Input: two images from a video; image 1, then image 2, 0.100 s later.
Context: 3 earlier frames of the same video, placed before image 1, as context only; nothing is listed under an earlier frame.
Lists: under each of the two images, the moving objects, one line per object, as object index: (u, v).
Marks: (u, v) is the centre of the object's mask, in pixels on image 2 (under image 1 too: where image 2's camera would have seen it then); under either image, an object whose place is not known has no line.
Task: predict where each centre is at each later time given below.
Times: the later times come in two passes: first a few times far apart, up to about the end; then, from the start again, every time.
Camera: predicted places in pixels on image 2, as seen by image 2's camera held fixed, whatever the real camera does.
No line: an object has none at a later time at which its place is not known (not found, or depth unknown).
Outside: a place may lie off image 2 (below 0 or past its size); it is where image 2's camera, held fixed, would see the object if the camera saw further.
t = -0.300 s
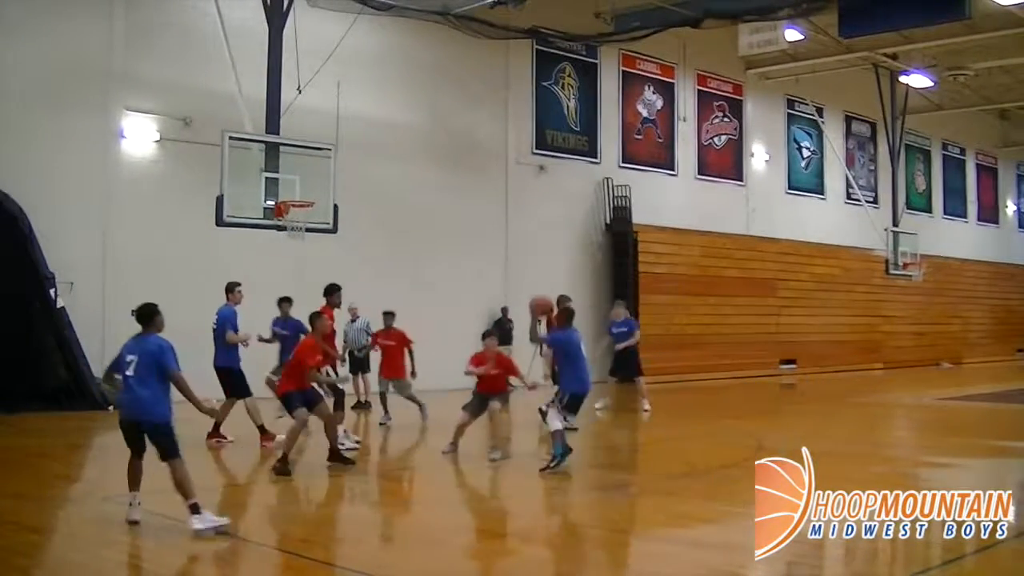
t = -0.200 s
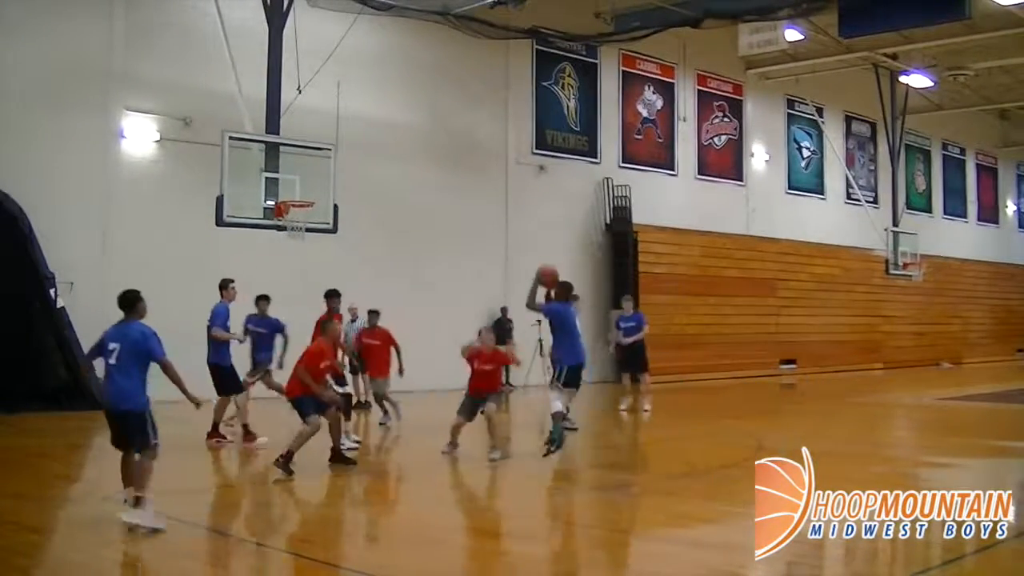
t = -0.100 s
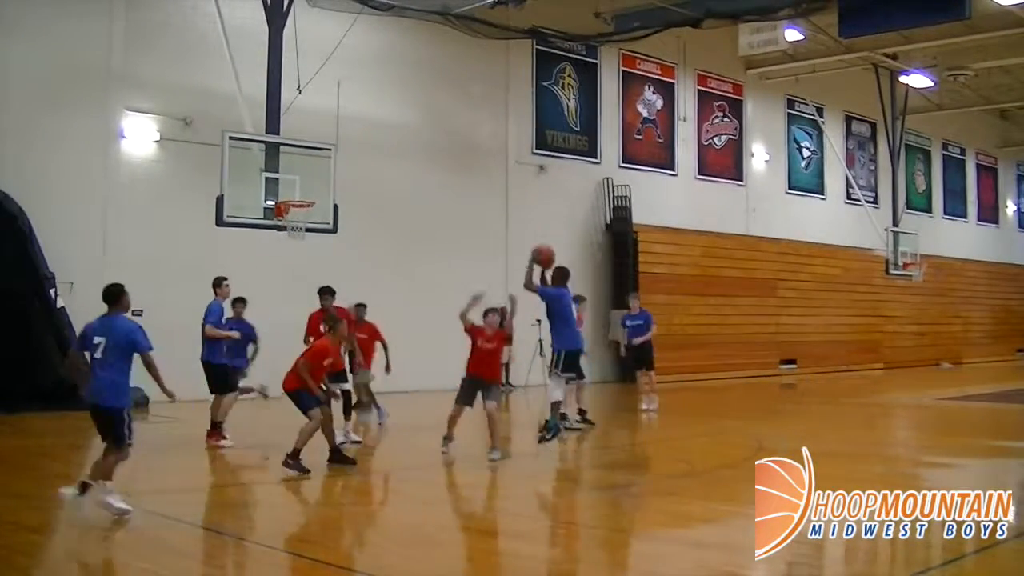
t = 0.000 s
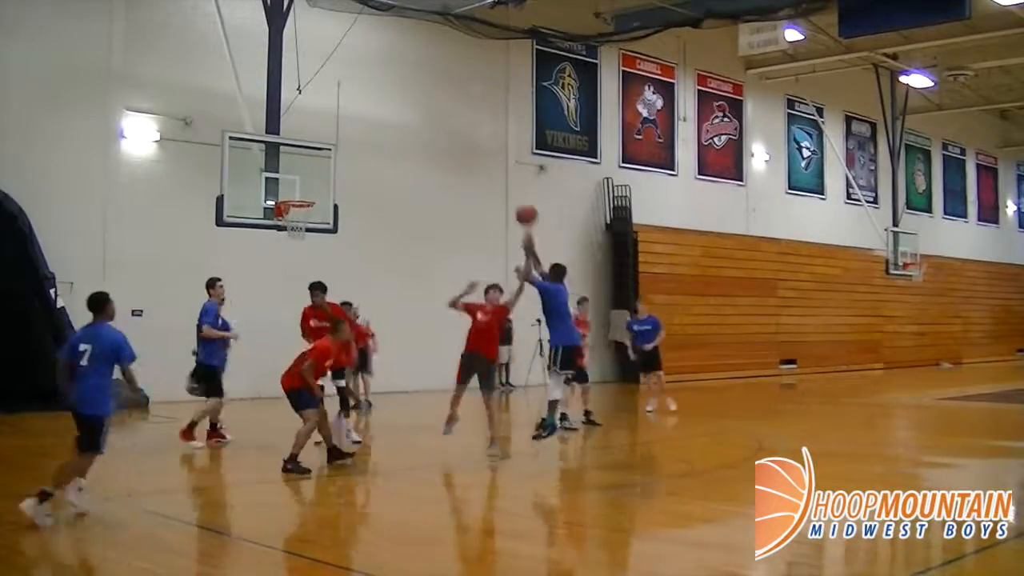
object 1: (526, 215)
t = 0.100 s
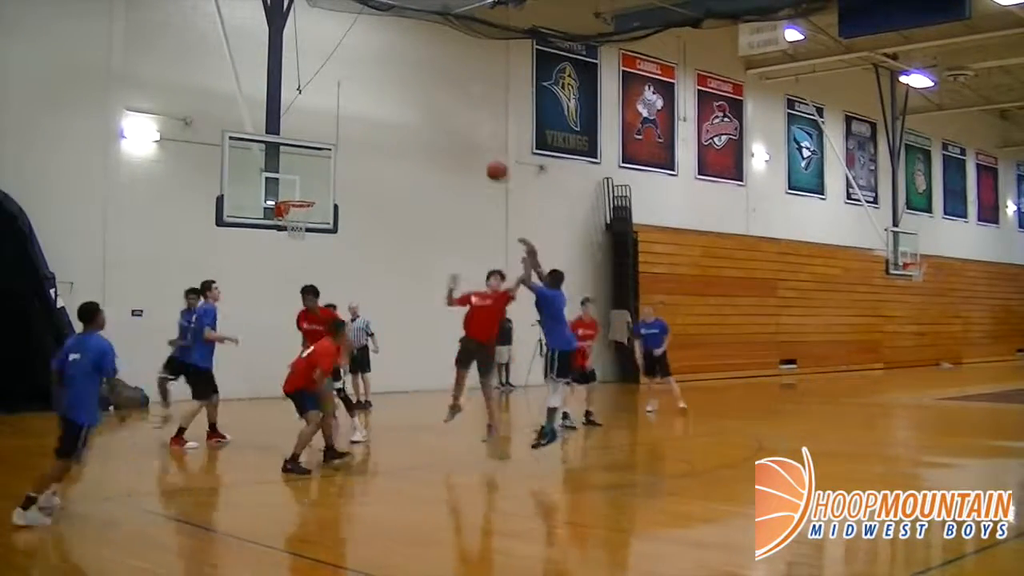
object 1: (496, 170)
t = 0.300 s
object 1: (444, 116)
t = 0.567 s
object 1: (382, 100)
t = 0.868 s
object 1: (321, 149)
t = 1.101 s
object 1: (296, 220)
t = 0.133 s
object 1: (487, 159)
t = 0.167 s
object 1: (478, 148)
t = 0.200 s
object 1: (470, 139)
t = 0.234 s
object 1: (461, 130)
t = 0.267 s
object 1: (452, 122)
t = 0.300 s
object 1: (444, 116)
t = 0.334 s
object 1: (436, 111)
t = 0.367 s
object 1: (428, 106)
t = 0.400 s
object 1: (420, 103)
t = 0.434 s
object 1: (412, 100)
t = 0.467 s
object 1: (404, 99)
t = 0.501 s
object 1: (397, 98)
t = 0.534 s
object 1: (389, 99)
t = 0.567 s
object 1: (382, 100)
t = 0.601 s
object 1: (375, 102)
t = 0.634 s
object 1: (368, 105)
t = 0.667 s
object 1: (361, 109)
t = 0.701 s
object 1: (354, 114)
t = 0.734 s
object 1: (347, 119)
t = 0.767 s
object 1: (340, 125)
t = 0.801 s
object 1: (334, 132)
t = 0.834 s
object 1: (327, 140)
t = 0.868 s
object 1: (321, 149)
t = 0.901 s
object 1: (315, 158)
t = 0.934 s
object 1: (308, 168)
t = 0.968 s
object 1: (302, 178)
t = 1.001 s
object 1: (296, 189)
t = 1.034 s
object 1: (289, 199)
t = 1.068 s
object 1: (289, 210)
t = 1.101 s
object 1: (296, 220)
